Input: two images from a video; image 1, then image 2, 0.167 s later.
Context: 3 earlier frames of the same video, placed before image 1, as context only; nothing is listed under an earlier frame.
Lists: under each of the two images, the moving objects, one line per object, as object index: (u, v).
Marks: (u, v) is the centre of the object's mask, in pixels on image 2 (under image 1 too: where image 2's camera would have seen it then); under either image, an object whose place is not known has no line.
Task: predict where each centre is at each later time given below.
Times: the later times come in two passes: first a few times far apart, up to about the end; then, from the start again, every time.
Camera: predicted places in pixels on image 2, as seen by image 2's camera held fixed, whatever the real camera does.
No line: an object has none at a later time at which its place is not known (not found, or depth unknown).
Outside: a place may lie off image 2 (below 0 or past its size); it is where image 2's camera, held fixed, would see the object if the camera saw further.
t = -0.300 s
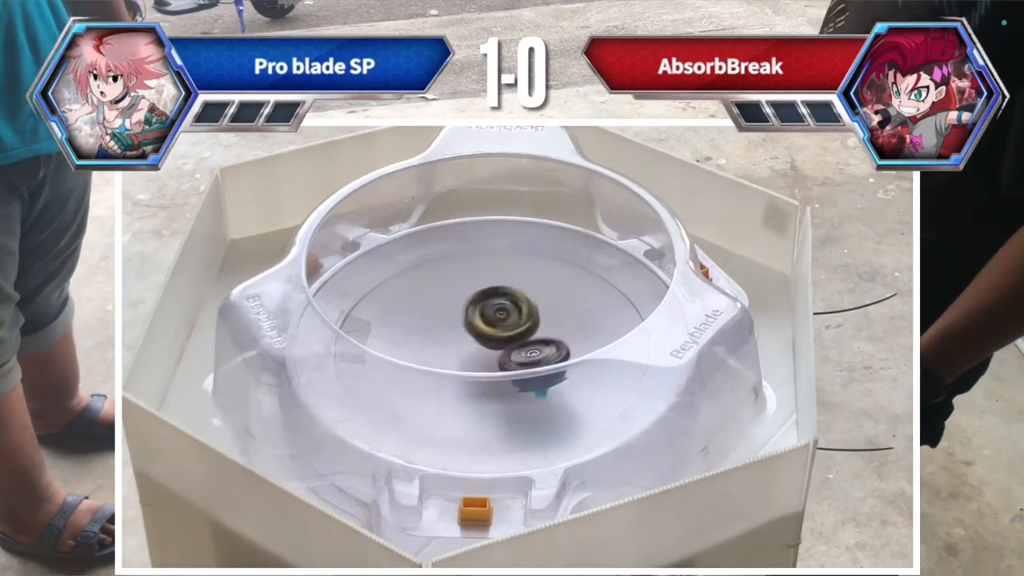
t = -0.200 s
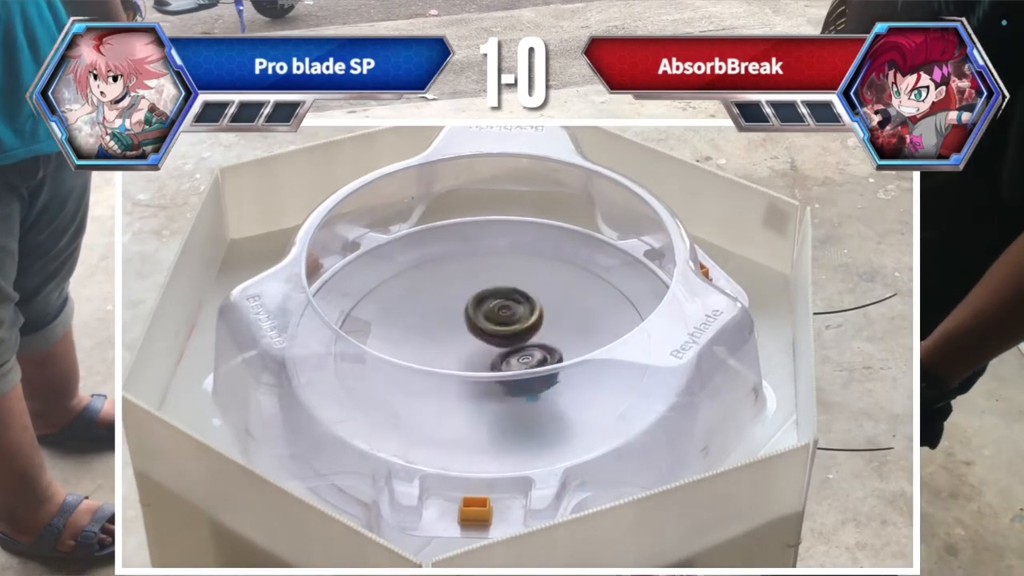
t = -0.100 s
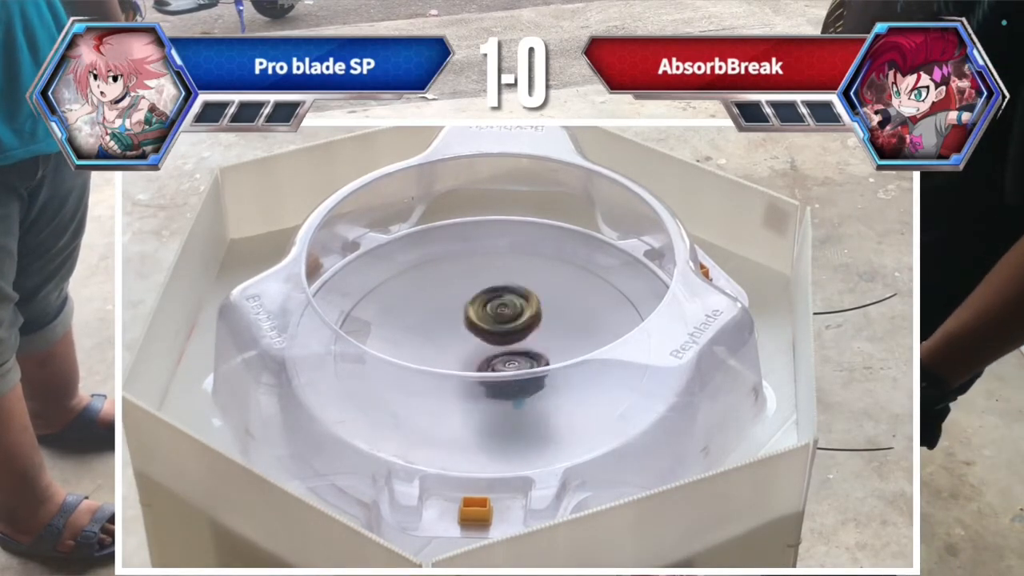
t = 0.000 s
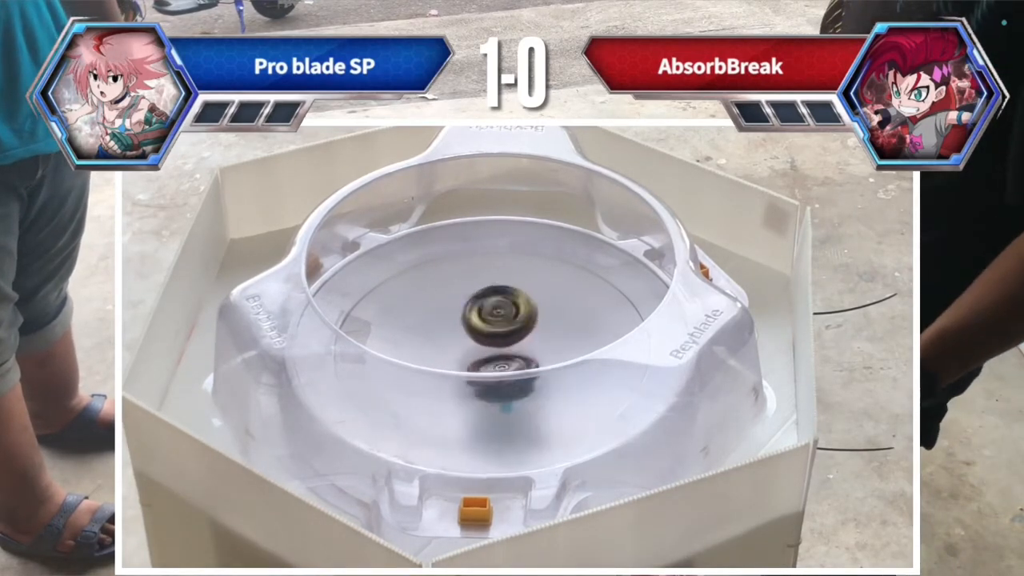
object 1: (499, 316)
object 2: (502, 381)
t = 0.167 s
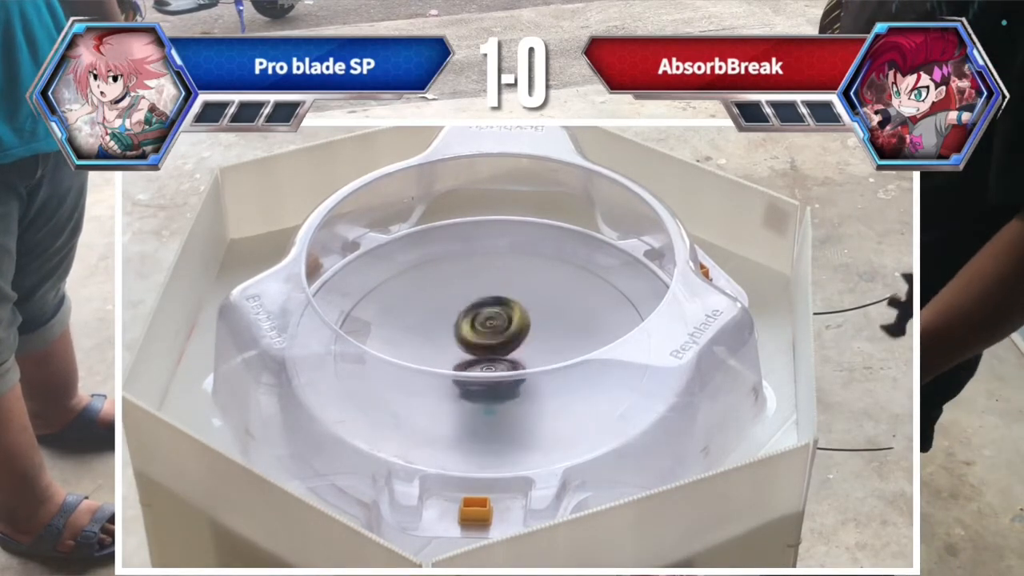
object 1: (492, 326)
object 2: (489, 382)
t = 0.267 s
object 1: (490, 330)
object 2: (483, 384)
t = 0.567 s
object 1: (492, 330)
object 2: (466, 381)
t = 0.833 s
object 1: (497, 330)
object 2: (449, 370)
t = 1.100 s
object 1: (504, 332)
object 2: (438, 362)
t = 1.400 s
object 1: (526, 334)
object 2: (427, 342)
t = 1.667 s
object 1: (527, 337)
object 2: (432, 327)
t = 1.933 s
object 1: (521, 356)
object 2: (428, 292)
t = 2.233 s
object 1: (503, 363)
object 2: (434, 295)
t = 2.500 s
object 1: (483, 361)
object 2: (506, 285)
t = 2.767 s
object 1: (481, 346)
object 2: (524, 285)
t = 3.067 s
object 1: (464, 346)
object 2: (562, 322)
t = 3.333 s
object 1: (458, 343)
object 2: (552, 358)
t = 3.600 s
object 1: (479, 338)
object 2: (507, 395)
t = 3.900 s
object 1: (493, 336)
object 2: (465, 387)
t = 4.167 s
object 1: (505, 342)
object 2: (425, 374)
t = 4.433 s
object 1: (506, 346)
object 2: (422, 335)
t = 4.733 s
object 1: (527, 354)
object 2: (464, 324)
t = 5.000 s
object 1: (521, 365)
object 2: (469, 338)
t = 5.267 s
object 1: (483, 366)
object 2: (435, 321)
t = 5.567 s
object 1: (477, 344)
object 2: (424, 314)
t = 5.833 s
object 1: (488, 339)
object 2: (445, 309)
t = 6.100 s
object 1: (490, 339)
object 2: (450, 308)
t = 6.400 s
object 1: (490, 339)
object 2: (450, 308)
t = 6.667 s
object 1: (490, 339)
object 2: (450, 309)
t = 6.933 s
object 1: (490, 339)
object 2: (450, 309)
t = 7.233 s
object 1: (491, 339)
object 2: (450, 309)
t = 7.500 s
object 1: (491, 339)
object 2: (450, 309)
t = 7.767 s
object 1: (491, 339)
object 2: (450, 309)
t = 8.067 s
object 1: (491, 339)
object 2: (450, 309)
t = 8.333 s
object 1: (491, 339)
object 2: (450, 309)
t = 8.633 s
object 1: (491, 339)
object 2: (450, 309)
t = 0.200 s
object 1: (491, 329)
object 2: (488, 381)
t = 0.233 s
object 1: (491, 330)
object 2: (486, 383)
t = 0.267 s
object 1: (490, 330)
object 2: (483, 384)
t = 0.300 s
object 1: (490, 330)
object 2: (482, 384)
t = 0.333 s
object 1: (490, 331)
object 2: (481, 384)
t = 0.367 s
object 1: (491, 331)
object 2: (479, 384)
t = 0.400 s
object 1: (491, 331)
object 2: (478, 384)
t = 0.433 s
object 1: (490, 331)
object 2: (476, 383)
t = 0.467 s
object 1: (490, 331)
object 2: (474, 382)
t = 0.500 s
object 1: (491, 331)
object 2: (471, 382)
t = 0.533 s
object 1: (492, 330)
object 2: (469, 382)
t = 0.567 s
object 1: (492, 330)
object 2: (466, 381)
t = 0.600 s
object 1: (493, 330)
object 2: (462, 381)
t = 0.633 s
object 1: (493, 330)
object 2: (461, 381)
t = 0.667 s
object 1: (494, 331)
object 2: (460, 381)
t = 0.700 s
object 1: (493, 331)
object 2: (458, 381)
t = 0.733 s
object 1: (493, 330)
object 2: (457, 371)
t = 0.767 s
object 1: (495, 330)
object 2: (455, 371)
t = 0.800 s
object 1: (495, 330)
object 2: (451, 370)
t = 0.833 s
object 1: (497, 330)
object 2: (449, 370)
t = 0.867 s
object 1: (497, 330)
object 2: (446, 371)
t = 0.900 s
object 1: (498, 331)
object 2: (443, 370)
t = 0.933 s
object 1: (498, 331)
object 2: (442, 368)
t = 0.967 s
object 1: (499, 332)
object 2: (440, 367)
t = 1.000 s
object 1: (500, 332)
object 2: (439, 366)
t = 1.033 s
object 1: (501, 332)
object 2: (440, 365)
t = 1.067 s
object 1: (503, 332)
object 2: (439, 364)
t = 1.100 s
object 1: (504, 332)
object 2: (438, 362)
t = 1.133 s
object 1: (505, 332)
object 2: (438, 361)
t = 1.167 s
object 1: (506, 332)
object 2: (438, 359)
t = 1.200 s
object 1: (507, 333)
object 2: (438, 357)
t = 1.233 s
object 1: (507, 334)
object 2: (437, 350)
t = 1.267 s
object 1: (513, 334)
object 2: (432, 349)
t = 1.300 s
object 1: (517, 334)
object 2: (430, 347)
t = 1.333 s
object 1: (521, 334)
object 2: (429, 346)
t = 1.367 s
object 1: (523, 334)
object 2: (428, 344)
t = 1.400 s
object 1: (526, 334)
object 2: (427, 342)
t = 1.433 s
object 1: (527, 335)
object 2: (426, 340)
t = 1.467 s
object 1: (530, 335)
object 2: (426, 339)
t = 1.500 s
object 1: (530, 335)
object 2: (427, 337)
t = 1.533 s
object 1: (531, 336)
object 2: (428, 336)
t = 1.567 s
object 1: (531, 336)
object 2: (428, 333)
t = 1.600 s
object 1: (530, 336)
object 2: (430, 331)
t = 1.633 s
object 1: (529, 337)
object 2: (431, 329)
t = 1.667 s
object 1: (527, 337)
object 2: (432, 327)
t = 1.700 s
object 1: (525, 338)
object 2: (434, 326)
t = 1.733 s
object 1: (522, 339)
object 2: (436, 324)
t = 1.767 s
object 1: (518, 340)
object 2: (438, 322)
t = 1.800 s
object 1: (515, 340)
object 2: (441, 320)
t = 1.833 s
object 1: (515, 342)
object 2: (440, 315)
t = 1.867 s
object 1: (519, 346)
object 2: (434, 306)
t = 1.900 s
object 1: (521, 349)
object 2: (431, 298)
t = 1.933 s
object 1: (521, 356)
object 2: (428, 292)
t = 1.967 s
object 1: (521, 357)
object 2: (426, 287)
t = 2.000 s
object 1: (521, 357)
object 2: (425, 285)
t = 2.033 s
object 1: (519, 359)
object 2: (425, 284)
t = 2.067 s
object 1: (518, 360)
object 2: (425, 285)
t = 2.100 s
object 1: (515, 361)
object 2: (426, 287)
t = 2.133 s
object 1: (512, 362)
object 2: (425, 289)
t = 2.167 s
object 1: (509, 363)
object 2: (427, 291)
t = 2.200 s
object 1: (506, 363)
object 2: (429, 293)
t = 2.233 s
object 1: (503, 363)
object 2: (434, 295)
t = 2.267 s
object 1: (500, 362)
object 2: (442, 297)
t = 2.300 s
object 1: (498, 360)
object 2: (448, 298)
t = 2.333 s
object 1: (495, 354)
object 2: (458, 300)
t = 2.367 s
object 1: (493, 353)
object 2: (467, 302)
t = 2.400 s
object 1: (492, 351)
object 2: (477, 302)
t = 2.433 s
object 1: (488, 353)
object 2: (489, 296)
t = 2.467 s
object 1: (486, 362)
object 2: (499, 289)
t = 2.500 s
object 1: (483, 361)
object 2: (506, 285)
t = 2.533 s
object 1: (483, 360)
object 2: (512, 282)
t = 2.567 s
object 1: (481, 353)
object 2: (517, 279)
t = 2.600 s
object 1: (480, 351)
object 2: (520, 278)
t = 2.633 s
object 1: (479, 351)
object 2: (521, 278)
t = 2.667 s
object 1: (479, 350)
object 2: (521, 279)
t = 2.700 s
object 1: (480, 349)
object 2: (520, 280)
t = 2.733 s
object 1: (480, 347)
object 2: (521, 282)
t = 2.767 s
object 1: (481, 346)
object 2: (524, 285)
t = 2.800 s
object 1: (482, 345)
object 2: (527, 290)
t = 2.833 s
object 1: (483, 344)
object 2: (529, 296)
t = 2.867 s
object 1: (482, 344)
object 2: (534, 301)
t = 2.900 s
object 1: (474, 346)
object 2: (542, 303)
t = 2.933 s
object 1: (471, 345)
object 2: (548, 306)
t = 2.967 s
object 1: (466, 346)
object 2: (552, 310)
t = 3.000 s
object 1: (464, 347)
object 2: (556, 313)
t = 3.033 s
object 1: (465, 347)
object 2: (559, 318)
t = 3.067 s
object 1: (464, 346)
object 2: (562, 322)
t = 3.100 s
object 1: (460, 346)
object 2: (563, 327)
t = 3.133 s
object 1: (458, 346)
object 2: (564, 331)
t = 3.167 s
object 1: (458, 345)
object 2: (564, 335)
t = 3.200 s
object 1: (458, 344)
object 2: (563, 338)
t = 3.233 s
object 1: (456, 344)
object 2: (561, 341)
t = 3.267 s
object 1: (457, 344)
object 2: (559, 344)
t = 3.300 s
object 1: (459, 343)
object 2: (556, 353)
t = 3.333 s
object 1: (458, 343)
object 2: (552, 358)
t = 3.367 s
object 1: (460, 342)
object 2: (548, 362)
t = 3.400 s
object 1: (464, 342)
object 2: (542, 367)
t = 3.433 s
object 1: (465, 341)
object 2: (534, 369)
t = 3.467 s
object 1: (466, 341)
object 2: (530, 378)
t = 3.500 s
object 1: (468, 341)
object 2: (523, 379)
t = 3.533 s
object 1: (472, 338)
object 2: (517, 383)
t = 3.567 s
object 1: (477, 336)
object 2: (512, 388)
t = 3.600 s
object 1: (479, 338)
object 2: (507, 395)
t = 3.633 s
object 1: (479, 338)
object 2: (502, 396)
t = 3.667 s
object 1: (481, 337)
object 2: (500, 397)
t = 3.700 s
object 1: (481, 337)
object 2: (497, 397)
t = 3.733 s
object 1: (482, 336)
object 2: (491, 397)
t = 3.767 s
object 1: (487, 336)
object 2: (487, 397)
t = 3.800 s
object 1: (489, 337)
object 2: (483, 397)
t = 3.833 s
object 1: (489, 337)
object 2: (477, 395)
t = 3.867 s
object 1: (491, 338)
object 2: (472, 389)
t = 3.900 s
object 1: (493, 336)
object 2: (465, 387)
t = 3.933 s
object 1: (496, 335)
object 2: (456, 394)
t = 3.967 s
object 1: (501, 337)
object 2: (452, 388)
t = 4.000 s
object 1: (502, 338)
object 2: (446, 387)
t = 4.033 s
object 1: (501, 339)
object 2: (441, 385)
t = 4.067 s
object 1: (502, 340)
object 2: (437, 383)
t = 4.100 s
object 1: (502, 339)
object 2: (433, 379)
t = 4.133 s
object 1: (503, 340)
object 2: (430, 376)
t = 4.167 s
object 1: (505, 342)
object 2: (425, 374)
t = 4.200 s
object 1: (503, 342)
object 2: (427, 367)
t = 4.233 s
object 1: (500, 344)
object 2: (425, 363)
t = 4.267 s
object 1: (500, 345)
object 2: (425, 358)
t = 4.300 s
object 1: (506, 344)
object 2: (421, 348)
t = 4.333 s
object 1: (509, 345)
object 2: (419, 344)
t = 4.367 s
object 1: (510, 344)
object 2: (418, 341)
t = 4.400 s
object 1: (507, 346)
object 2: (420, 338)
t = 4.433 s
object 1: (506, 346)
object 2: (422, 335)
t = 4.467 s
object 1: (506, 346)
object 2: (426, 333)
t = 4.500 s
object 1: (507, 347)
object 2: (431, 331)
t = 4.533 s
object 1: (508, 347)
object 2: (436, 330)
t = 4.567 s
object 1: (514, 351)
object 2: (436, 324)
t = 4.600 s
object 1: (521, 349)
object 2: (440, 321)
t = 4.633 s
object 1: (524, 347)
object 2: (446, 320)
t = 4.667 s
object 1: (526, 347)
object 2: (452, 321)
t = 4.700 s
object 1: (527, 353)
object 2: (458, 322)
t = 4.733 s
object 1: (527, 354)
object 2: (464, 324)
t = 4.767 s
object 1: (523, 355)
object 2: (468, 325)
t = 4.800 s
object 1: (523, 361)
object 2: (472, 324)
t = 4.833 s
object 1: (523, 363)
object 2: (473, 324)
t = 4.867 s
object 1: (523, 364)
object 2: (474, 327)
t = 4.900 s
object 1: (522, 365)
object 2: (473, 330)
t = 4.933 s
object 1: (521, 365)
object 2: (471, 333)
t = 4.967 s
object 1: (521, 366)
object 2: (470, 335)
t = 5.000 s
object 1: (521, 365)
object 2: (469, 338)
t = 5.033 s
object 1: (519, 365)
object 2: (467, 339)
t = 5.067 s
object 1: (516, 366)
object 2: (464, 337)
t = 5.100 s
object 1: (512, 367)
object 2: (460, 334)
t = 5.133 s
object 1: (507, 367)
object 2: (455, 332)
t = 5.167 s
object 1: (499, 367)
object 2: (450, 330)
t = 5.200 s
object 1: (494, 367)
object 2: (446, 328)
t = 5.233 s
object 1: (489, 367)
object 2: (440, 324)
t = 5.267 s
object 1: (483, 366)
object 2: (435, 321)
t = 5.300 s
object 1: (480, 363)
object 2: (430, 319)
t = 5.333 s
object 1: (476, 359)
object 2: (425, 316)
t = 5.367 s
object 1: (472, 350)
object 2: (421, 315)
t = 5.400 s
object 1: (472, 348)
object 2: (419, 314)
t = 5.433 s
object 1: (472, 346)
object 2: (419, 313)
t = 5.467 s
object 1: (472, 345)
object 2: (419, 313)
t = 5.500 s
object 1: (473, 344)
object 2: (420, 314)
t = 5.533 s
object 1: (475, 344)
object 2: (422, 314)
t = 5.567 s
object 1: (477, 344)
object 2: (424, 314)
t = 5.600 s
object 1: (478, 343)
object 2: (428, 314)
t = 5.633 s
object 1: (479, 343)
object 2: (431, 313)
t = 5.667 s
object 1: (481, 342)
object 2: (434, 314)
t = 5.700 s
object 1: (483, 341)
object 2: (437, 314)
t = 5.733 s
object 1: (484, 341)
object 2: (439, 313)
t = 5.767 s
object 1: (485, 340)
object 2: (441, 312)
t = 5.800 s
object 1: (486, 339)
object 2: (443, 310)
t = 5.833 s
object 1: (488, 339)
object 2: (445, 309)
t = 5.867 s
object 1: (490, 338)
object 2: (447, 309)
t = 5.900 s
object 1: (491, 339)
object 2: (449, 309)
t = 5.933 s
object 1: (491, 338)
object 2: (450, 309)
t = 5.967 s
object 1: (492, 339)
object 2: (450, 308)
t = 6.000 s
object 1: (492, 339)
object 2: (451, 308)
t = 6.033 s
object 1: (491, 339)
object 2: (450, 308)
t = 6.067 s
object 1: (491, 339)
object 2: (450, 309)
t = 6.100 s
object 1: (490, 339)
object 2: (450, 308)
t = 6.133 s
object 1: (490, 339)
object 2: (450, 308)
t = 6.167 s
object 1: (490, 339)
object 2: (450, 309)
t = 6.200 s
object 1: (490, 339)
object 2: (450, 308)
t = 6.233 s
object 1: (490, 339)
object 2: (450, 308)
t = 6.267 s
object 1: (490, 339)
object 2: (450, 308)
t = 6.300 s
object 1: (490, 339)
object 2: (450, 309)
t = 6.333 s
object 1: (490, 339)
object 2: (450, 308)
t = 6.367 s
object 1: (490, 339)
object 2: (450, 308)
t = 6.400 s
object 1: (490, 339)
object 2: (450, 308)
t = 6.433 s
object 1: (490, 339)
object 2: (450, 309)
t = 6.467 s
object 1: (490, 339)
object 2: (450, 309)
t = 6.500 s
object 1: (490, 339)
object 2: (450, 309)
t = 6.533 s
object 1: (490, 339)
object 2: (450, 309)
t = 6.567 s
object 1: (490, 339)
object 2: (450, 308)
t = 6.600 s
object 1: (490, 339)
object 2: (450, 308)
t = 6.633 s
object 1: (490, 339)
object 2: (450, 309)
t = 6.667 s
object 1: (490, 339)
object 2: (450, 309)
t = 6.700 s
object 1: (490, 339)
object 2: (450, 309)
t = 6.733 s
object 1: (490, 339)
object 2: (450, 309)
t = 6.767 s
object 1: (490, 339)
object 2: (450, 309)
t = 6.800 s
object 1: (490, 339)
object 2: (450, 309)
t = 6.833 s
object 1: (490, 339)
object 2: (450, 309)
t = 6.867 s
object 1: (490, 339)
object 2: (450, 309)
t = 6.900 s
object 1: (490, 339)
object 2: (450, 309)
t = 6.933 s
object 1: (490, 339)
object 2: (450, 309)
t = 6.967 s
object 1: (490, 339)
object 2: (450, 309)
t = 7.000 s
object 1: (490, 339)
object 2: (450, 309)
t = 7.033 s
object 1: (490, 339)
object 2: (450, 309)
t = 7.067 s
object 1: (490, 339)
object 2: (450, 309)
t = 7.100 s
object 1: (490, 339)
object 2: (450, 309)
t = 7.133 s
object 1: (490, 339)
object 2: (450, 309)
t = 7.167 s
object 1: (490, 339)
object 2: (450, 309)
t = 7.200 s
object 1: (491, 339)
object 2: (450, 309)
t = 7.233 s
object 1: (491, 339)
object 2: (450, 309)
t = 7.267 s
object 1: (491, 339)
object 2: (450, 309)
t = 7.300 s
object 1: (491, 339)
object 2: (450, 309)
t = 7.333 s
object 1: (491, 339)
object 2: (450, 309)
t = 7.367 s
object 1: (491, 339)
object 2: (450, 309)
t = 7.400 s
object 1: (491, 339)
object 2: (450, 308)
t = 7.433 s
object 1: (491, 339)
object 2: (450, 309)
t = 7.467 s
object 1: (491, 339)
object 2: (450, 309)
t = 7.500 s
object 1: (491, 339)
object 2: (450, 309)
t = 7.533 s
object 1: (491, 339)
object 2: (450, 309)
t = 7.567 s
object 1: (491, 339)
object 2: (450, 309)
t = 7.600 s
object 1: (491, 339)
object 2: (450, 309)
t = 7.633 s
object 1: (491, 339)
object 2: (450, 309)
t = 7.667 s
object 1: (491, 339)
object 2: (450, 309)
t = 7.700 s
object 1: (491, 339)
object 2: (450, 309)
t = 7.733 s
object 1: (491, 339)
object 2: (450, 309)
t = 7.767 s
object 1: (491, 339)
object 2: (450, 309)
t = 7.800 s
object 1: (491, 339)
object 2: (450, 309)
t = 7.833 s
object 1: (491, 339)
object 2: (450, 309)
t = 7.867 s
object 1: (490, 339)
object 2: (450, 309)
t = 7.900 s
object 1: (491, 339)
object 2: (450, 309)
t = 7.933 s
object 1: (491, 339)
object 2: (450, 309)
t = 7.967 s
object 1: (491, 339)
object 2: (450, 309)
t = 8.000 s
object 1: (491, 339)
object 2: (450, 309)
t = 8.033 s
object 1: (491, 339)
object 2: (450, 309)
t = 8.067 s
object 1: (491, 339)
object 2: (450, 309)
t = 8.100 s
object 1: (491, 339)
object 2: (450, 309)
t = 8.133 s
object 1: (491, 339)
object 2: (450, 309)
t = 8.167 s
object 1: (491, 339)
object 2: (450, 309)
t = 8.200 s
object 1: (491, 339)
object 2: (450, 309)
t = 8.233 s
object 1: (491, 339)
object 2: (450, 309)
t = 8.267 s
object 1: (491, 339)
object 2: (450, 309)
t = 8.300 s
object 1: (491, 339)
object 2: (450, 309)
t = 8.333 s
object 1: (491, 339)
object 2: (450, 309)
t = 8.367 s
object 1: (491, 339)
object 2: (450, 309)
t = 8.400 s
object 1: (491, 339)
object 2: (450, 309)
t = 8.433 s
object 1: (491, 339)
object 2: (450, 309)
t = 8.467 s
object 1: (491, 339)
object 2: (450, 309)
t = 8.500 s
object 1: (491, 339)
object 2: (450, 309)
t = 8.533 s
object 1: (491, 339)
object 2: (450, 309)
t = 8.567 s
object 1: (491, 339)
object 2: (450, 309)
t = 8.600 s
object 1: (491, 339)
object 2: (450, 309)
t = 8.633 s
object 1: (491, 339)
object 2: (450, 309)
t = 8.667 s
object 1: (491, 339)
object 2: (450, 309)
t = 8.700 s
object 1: (491, 339)
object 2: (450, 309)
